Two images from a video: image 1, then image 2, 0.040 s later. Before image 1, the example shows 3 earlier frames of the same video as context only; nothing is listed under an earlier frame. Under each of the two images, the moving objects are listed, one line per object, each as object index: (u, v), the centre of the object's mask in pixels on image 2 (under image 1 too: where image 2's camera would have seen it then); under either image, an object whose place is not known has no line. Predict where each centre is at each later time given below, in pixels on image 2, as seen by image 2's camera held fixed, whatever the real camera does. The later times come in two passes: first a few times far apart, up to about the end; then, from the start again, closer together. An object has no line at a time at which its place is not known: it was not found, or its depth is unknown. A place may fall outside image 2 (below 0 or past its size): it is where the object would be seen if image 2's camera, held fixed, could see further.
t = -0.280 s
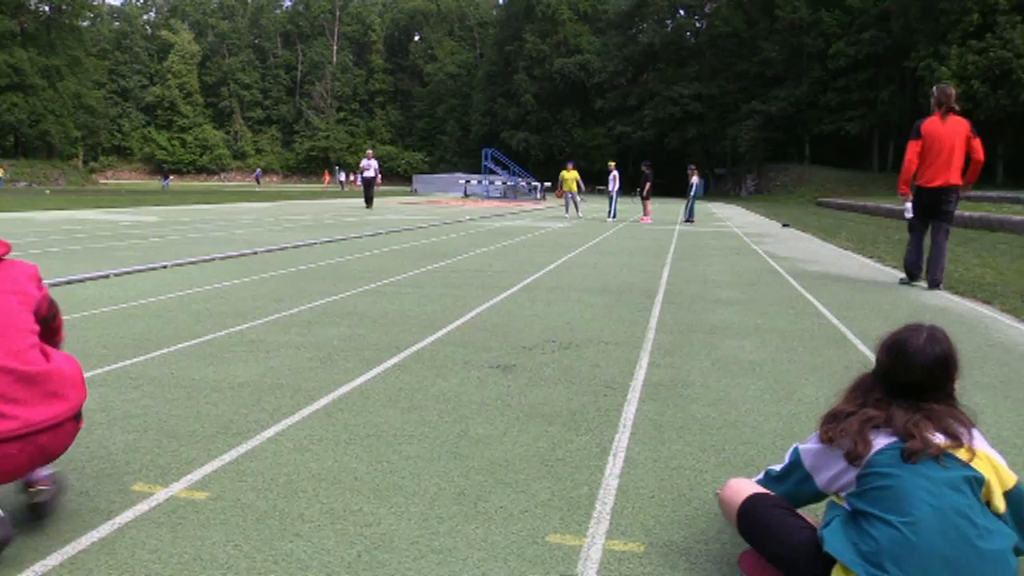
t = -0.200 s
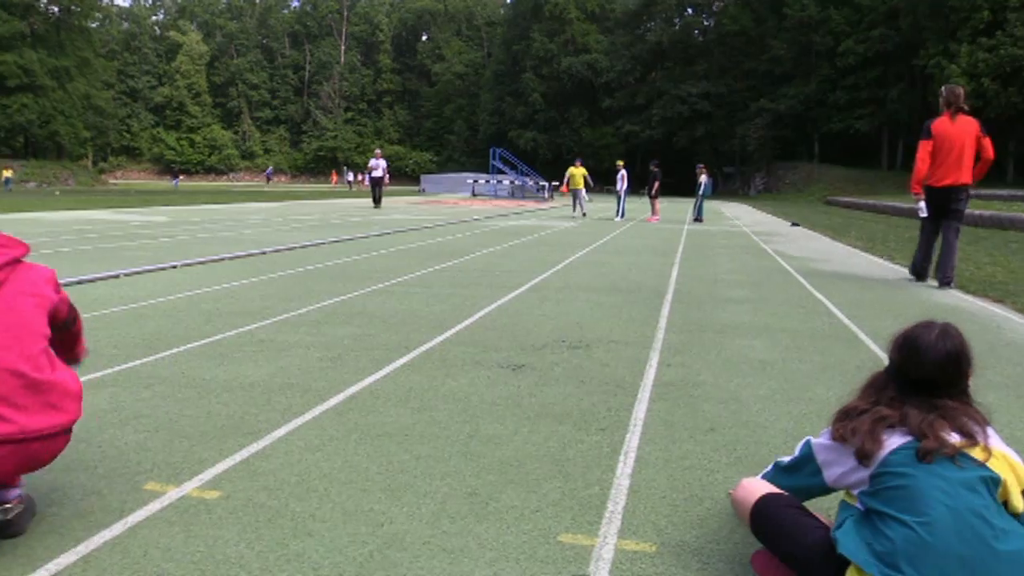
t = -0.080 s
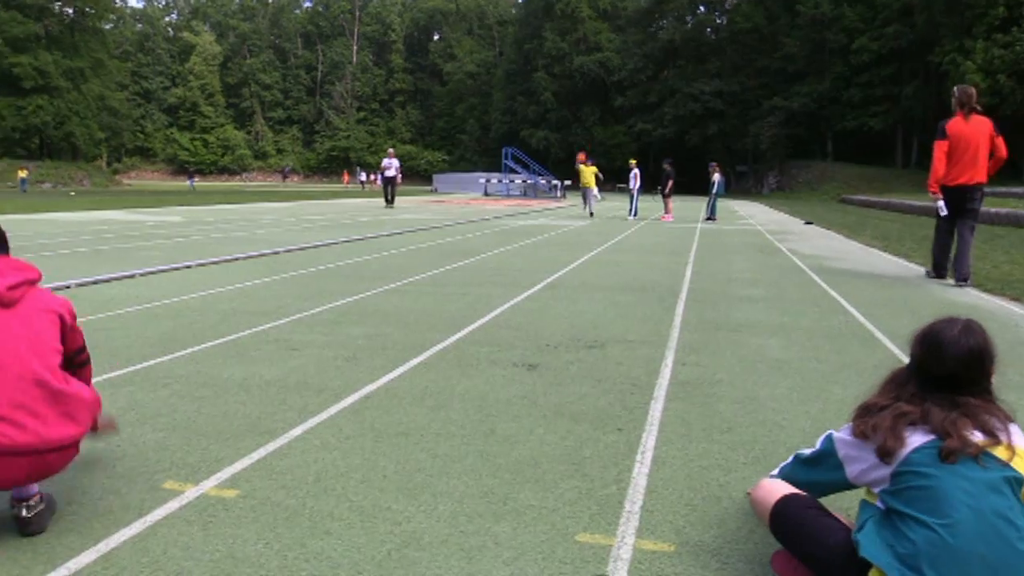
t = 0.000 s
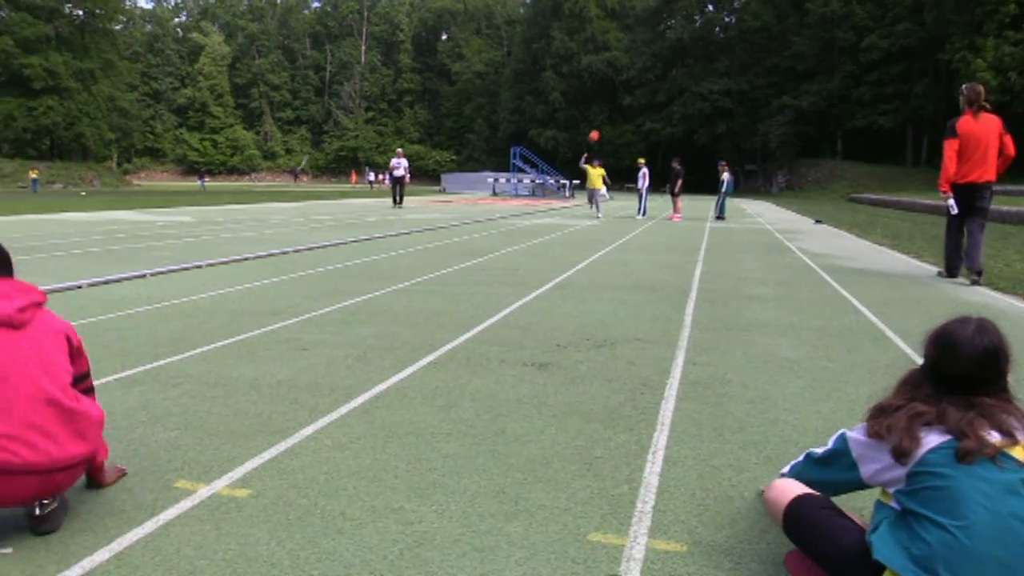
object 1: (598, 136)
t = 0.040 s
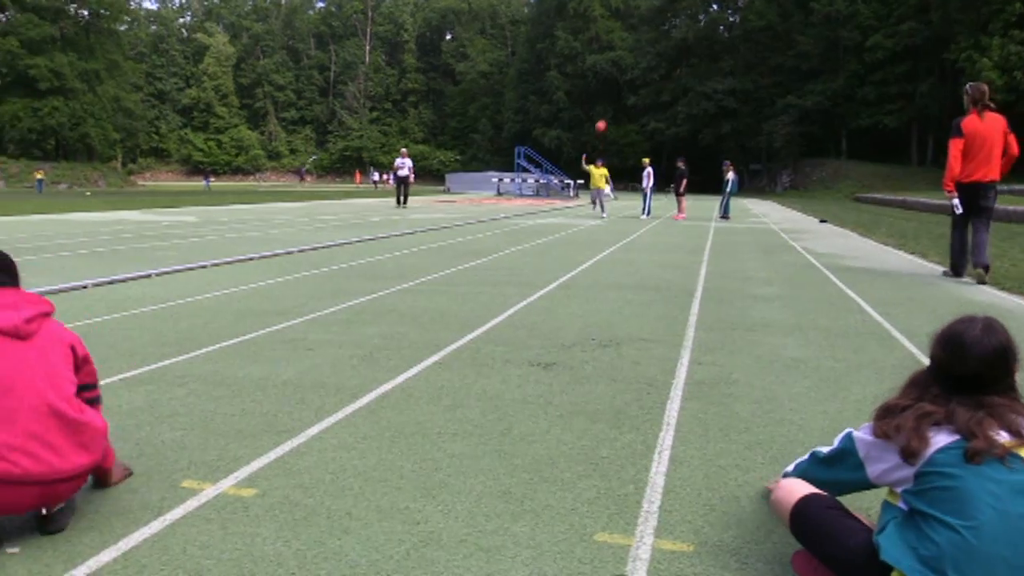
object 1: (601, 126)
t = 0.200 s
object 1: (610, 90)
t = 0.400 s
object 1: (623, 55)
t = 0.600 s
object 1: (639, 35)
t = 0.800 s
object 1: (658, 40)
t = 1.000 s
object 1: (682, 73)
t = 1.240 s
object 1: (714, 175)
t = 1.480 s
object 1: (751, 225)
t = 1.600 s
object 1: (768, 193)
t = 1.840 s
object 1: (805, 172)
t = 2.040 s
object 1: (840, 211)
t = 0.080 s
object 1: (603, 116)
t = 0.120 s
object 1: (605, 107)
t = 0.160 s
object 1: (607, 98)
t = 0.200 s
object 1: (610, 90)
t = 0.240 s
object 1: (612, 82)
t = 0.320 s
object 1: (617, 68)
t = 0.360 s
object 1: (620, 61)
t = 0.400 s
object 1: (623, 55)
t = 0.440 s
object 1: (626, 50)
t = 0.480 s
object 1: (629, 45)
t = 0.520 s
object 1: (632, 41)
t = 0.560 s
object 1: (635, 38)
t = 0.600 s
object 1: (639, 35)
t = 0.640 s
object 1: (643, 34)
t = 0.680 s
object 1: (646, 34)
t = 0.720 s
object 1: (650, 35)
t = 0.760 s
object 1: (654, 37)
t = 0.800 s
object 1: (658, 40)
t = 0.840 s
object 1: (662, 43)
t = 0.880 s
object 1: (667, 48)
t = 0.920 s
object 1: (672, 55)
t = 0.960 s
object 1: (677, 63)
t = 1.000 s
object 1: (682, 73)
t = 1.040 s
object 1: (687, 84)
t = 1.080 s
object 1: (692, 98)
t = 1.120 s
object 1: (697, 114)
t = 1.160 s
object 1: (703, 132)
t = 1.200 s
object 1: (708, 152)
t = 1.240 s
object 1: (714, 175)
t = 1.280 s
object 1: (720, 199)
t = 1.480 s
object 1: (751, 225)
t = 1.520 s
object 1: (756, 212)
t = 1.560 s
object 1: (762, 202)
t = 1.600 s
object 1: (768, 193)
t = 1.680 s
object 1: (779, 180)
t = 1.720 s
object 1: (785, 175)
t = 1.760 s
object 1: (792, 172)
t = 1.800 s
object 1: (798, 172)
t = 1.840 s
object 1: (805, 172)
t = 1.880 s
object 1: (811, 176)
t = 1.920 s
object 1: (817, 180)
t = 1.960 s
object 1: (824, 188)
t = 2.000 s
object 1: (831, 198)
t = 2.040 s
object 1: (840, 211)
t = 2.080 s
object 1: (846, 226)
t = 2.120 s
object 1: (854, 245)
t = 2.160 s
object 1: (861, 267)
